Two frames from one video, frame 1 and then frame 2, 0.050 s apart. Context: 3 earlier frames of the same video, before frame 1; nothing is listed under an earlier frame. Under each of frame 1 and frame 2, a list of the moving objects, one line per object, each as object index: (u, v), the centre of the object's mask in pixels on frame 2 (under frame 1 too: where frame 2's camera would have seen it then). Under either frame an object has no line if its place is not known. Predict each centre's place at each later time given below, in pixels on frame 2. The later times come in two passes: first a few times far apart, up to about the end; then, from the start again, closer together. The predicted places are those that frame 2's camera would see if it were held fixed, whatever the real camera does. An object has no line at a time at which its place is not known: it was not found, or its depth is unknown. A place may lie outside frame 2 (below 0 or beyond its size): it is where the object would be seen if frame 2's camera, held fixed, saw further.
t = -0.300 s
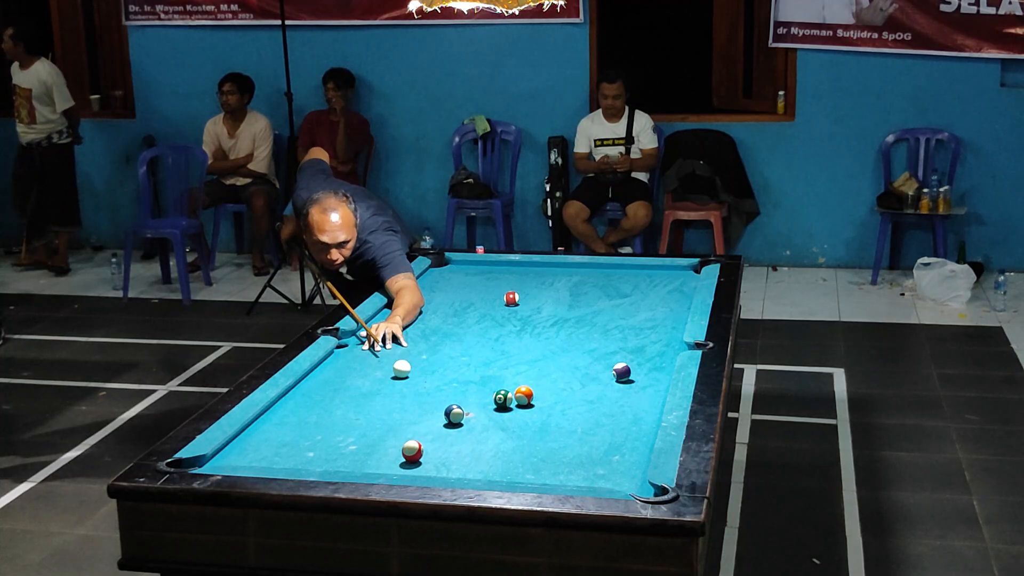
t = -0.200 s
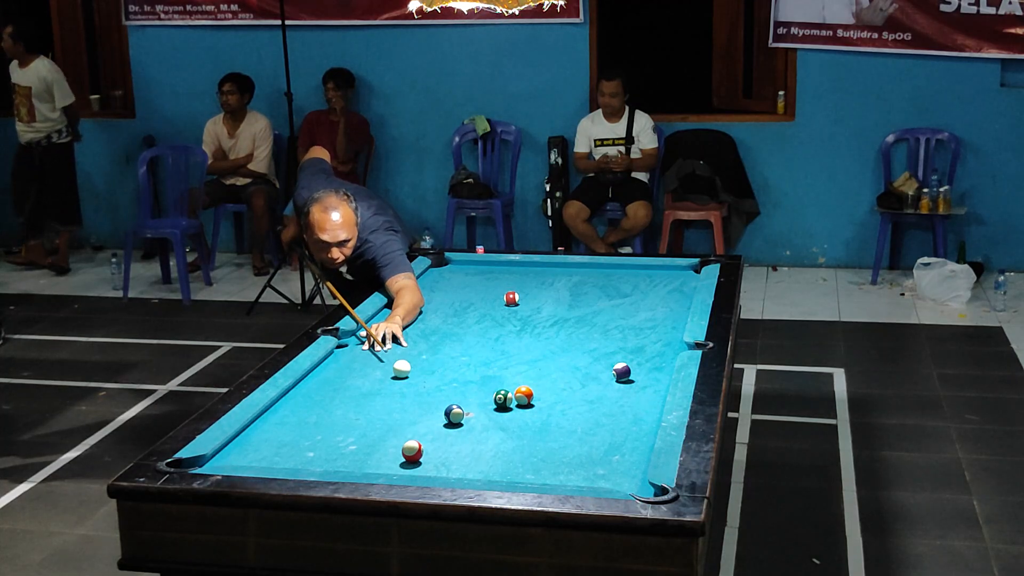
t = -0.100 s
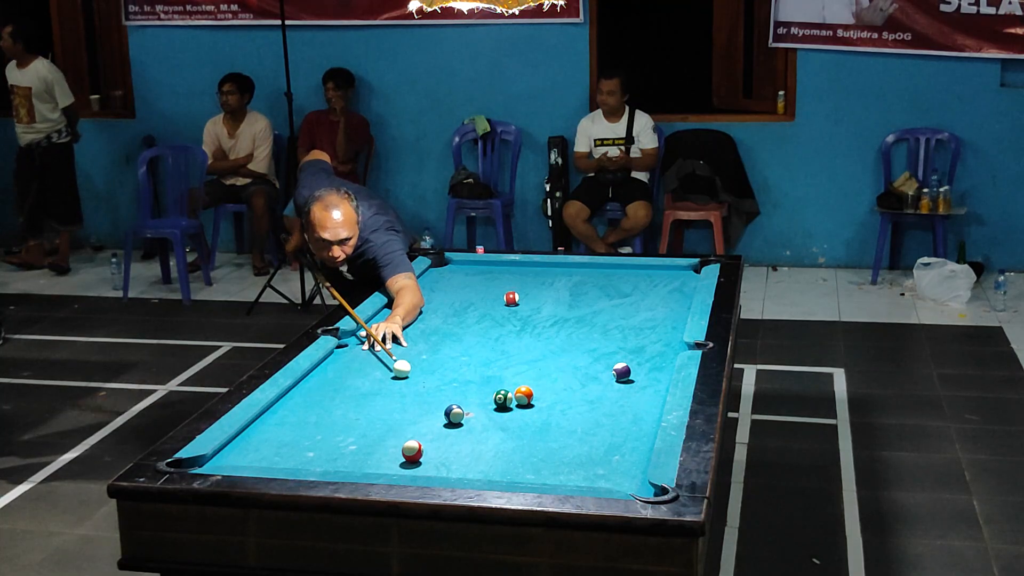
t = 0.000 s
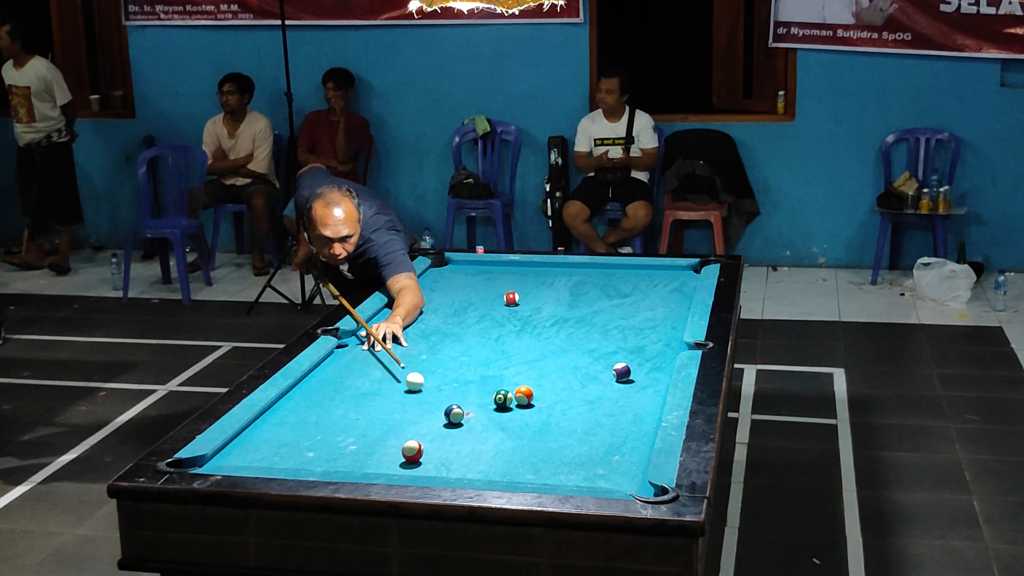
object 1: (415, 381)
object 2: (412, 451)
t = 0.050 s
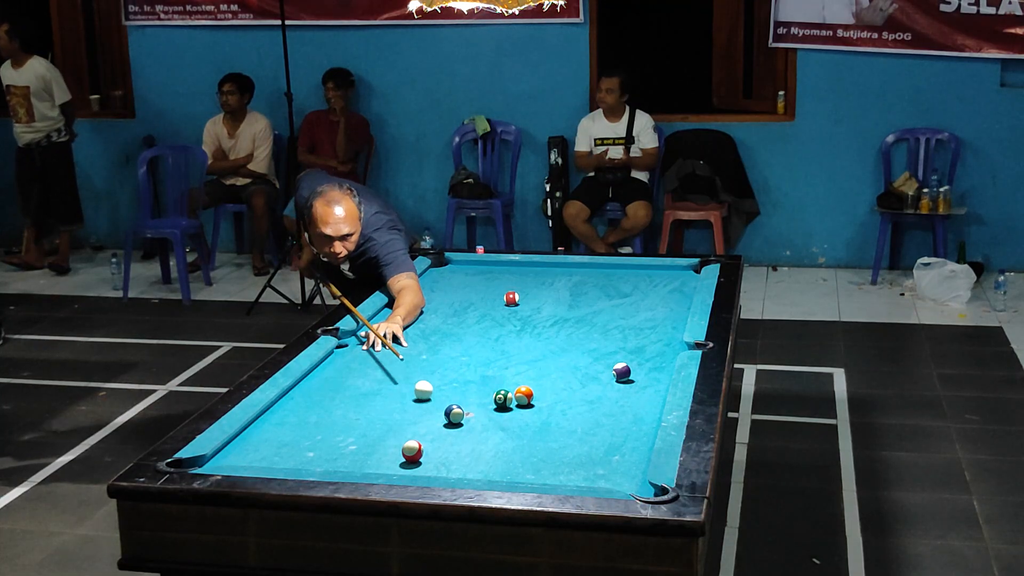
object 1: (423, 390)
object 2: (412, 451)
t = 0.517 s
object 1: (412, 433)
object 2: (412, 451)
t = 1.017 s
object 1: (355, 460)
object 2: (427, 461)
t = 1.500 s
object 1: (317, 462)
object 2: (443, 469)
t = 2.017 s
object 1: (305, 452)
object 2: (457, 472)
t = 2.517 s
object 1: (299, 444)
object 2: (462, 471)
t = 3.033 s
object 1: (297, 440)
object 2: (463, 471)
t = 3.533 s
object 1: (297, 439)
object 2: (462, 471)
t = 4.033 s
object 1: (297, 439)
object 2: (462, 471)
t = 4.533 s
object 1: (297, 439)
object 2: (462, 471)
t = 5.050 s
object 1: (297, 439)
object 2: (462, 471)
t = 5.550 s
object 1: (297, 439)
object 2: (462, 471)
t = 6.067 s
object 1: (297, 439)
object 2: (462, 471)
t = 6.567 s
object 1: (297, 439)
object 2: (462, 471)
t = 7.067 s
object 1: (297, 439)
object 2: (462, 471)
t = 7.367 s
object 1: (297, 439)
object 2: (462, 471)
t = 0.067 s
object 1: (426, 393)
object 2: (412, 451)
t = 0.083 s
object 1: (429, 396)
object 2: (412, 451)
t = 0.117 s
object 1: (435, 402)
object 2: (412, 451)
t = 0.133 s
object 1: (438, 405)
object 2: (412, 451)
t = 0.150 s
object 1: (440, 407)
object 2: (412, 451)
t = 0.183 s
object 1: (438, 410)
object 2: (412, 451)
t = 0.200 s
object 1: (436, 411)
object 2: (412, 451)
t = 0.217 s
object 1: (434, 412)
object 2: (412, 451)
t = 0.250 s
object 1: (432, 414)
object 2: (412, 451)
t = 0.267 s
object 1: (430, 416)
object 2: (412, 451)
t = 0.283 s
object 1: (429, 417)
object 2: (412, 451)
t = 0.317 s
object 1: (427, 420)
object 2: (412, 451)
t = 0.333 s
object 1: (426, 421)
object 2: (412, 451)
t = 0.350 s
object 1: (424, 422)
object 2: (412, 451)
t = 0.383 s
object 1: (422, 425)
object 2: (412, 451)
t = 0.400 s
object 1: (421, 426)
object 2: (412, 451)
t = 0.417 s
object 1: (419, 427)
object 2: (412, 451)
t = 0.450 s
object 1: (417, 430)
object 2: (412, 451)
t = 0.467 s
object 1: (416, 430)
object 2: (412, 451)
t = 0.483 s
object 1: (415, 431)
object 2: (412, 451)
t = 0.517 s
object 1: (412, 433)
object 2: (412, 451)
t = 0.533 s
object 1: (410, 434)
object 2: (412, 451)
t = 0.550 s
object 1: (409, 435)
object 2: (412, 451)
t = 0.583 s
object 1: (406, 437)
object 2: (412, 451)
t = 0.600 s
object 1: (404, 439)
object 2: (412, 451)
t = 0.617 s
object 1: (402, 440)
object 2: (412, 451)
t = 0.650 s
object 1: (399, 444)
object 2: (413, 451)
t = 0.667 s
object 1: (398, 445)
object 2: (414, 452)
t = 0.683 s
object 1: (397, 446)
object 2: (414, 453)
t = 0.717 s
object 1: (393, 448)
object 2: (415, 453)
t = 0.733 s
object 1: (391, 449)
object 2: (416, 454)
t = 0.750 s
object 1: (389, 449)
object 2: (417, 454)
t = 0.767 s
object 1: (386, 450)
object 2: (417, 455)
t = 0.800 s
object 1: (382, 451)
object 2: (419, 456)
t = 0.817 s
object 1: (380, 452)
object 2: (419, 456)
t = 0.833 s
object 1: (378, 453)
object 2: (420, 457)
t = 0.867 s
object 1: (374, 454)
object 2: (421, 457)
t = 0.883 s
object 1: (372, 455)
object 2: (422, 458)
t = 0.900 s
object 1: (370, 456)
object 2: (422, 458)
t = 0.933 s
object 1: (366, 457)
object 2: (424, 459)
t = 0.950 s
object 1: (363, 458)
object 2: (424, 460)
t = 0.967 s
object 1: (361, 458)
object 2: (425, 460)
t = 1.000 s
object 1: (357, 460)
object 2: (426, 460)
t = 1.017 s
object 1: (355, 460)
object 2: (427, 461)
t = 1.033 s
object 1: (353, 461)
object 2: (427, 462)
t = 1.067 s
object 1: (350, 461)
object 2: (428, 463)
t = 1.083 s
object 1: (347, 462)
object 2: (429, 463)
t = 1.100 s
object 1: (345, 462)
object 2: (429, 463)
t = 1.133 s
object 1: (341, 463)
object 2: (431, 464)
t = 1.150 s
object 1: (339, 463)
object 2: (431, 464)
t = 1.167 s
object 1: (337, 463)
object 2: (432, 465)
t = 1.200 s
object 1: (334, 464)
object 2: (433, 465)
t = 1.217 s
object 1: (332, 464)
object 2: (434, 466)
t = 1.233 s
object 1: (330, 464)
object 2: (434, 466)
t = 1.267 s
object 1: (326, 465)
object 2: (435, 466)
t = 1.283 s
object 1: (324, 465)
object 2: (436, 466)
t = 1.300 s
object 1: (323, 465)
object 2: (436, 467)
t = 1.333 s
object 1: (322, 465)
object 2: (438, 467)
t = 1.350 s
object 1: (322, 465)
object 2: (438, 467)
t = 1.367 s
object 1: (321, 464)
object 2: (439, 468)
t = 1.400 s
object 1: (320, 464)
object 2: (440, 468)
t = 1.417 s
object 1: (319, 464)
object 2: (440, 468)
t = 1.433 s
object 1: (319, 463)
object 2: (441, 468)
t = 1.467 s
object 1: (318, 463)
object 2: (442, 469)
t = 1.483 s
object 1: (317, 462)
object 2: (443, 469)
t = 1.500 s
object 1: (317, 462)
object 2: (443, 469)
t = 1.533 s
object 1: (316, 462)
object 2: (444, 469)
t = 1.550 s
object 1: (315, 461)
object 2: (445, 470)
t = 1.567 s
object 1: (315, 461)
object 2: (445, 470)
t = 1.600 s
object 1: (314, 461)
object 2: (447, 470)
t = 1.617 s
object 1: (313, 460)
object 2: (447, 470)
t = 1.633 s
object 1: (313, 460)
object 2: (448, 471)
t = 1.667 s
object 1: (312, 460)
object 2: (448, 471)
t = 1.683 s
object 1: (312, 459)
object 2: (449, 471)
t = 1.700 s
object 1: (311, 459)
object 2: (449, 471)
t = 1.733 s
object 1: (310, 458)
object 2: (450, 471)
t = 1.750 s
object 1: (310, 458)
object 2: (451, 472)
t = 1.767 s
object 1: (310, 458)
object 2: (451, 472)
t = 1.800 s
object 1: (309, 457)
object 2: (452, 472)
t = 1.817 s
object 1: (309, 457)
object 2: (453, 472)
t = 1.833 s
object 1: (308, 456)
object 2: (453, 472)
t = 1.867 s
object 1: (308, 455)
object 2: (454, 472)
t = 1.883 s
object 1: (308, 455)
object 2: (454, 472)
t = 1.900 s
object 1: (307, 455)
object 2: (455, 472)
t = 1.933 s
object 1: (306, 454)
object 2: (456, 472)
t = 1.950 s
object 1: (306, 454)
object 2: (456, 472)
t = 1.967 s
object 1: (306, 453)
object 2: (456, 472)
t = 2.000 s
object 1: (305, 453)
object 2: (457, 472)
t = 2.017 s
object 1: (305, 452)
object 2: (457, 472)
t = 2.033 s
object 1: (305, 452)
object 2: (458, 472)
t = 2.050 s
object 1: (304, 452)
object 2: (458, 472)
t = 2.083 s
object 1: (304, 451)
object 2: (459, 472)
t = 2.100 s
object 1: (304, 451)
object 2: (459, 472)
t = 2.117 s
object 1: (303, 450)
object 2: (460, 472)
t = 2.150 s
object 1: (303, 450)
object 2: (460, 472)
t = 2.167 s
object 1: (302, 449)
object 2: (460, 472)
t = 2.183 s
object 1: (302, 449)
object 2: (461, 472)
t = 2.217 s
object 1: (302, 448)
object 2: (461, 472)
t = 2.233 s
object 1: (302, 448)
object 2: (461, 472)
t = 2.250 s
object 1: (301, 448)
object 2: (462, 472)
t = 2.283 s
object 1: (301, 447)
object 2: (462, 472)
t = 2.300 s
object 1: (301, 447)
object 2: (462, 472)
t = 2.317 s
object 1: (301, 447)
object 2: (462, 472)
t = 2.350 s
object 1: (300, 446)
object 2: (462, 472)
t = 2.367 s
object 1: (300, 446)
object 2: (462, 472)
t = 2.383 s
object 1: (300, 446)
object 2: (462, 472)
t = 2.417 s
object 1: (300, 445)
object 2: (462, 471)
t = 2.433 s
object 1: (300, 445)
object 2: (462, 471)
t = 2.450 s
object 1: (300, 445)
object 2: (462, 471)
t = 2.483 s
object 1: (299, 444)
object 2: (463, 471)
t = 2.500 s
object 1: (299, 444)
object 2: (462, 471)
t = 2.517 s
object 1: (299, 444)
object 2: (462, 471)
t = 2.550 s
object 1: (299, 444)
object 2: (462, 471)
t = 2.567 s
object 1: (299, 443)
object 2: (462, 471)
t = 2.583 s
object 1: (298, 443)
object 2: (462, 471)
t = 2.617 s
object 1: (298, 443)
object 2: (462, 471)
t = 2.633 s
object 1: (298, 443)
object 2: (462, 471)
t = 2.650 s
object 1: (298, 443)
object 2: (462, 471)
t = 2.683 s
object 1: (298, 442)
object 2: (462, 471)
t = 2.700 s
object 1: (298, 442)
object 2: (462, 471)
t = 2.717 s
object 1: (298, 442)
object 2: (462, 471)
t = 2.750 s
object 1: (297, 442)
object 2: (462, 471)
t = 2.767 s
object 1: (297, 442)
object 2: (463, 471)
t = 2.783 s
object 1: (297, 442)
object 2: (463, 471)
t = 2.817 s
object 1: (297, 441)
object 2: (463, 471)
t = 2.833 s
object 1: (297, 441)
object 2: (463, 471)
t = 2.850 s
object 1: (297, 441)
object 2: (463, 471)
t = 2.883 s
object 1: (297, 441)
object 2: (463, 471)
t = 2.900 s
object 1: (297, 441)
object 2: (463, 471)
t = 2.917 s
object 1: (297, 441)
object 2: (463, 471)
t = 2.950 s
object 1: (297, 440)
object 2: (463, 471)
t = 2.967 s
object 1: (297, 440)
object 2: (463, 471)
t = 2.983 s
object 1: (297, 440)
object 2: (463, 471)
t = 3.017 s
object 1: (297, 440)
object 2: (463, 471)
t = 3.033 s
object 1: (297, 440)
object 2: (463, 471)
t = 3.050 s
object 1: (297, 440)
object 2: (463, 471)
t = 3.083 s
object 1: (297, 440)
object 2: (463, 471)
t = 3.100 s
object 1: (297, 440)
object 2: (463, 471)
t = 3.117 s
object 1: (297, 440)
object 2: (463, 471)
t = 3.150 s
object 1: (297, 440)
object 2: (463, 471)
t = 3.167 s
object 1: (297, 440)
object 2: (463, 471)
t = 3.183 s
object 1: (297, 439)
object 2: (463, 471)
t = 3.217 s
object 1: (297, 439)
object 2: (463, 471)
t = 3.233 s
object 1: (297, 439)
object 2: (463, 471)
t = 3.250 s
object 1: (297, 439)
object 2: (463, 471)
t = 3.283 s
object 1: (297, 439)
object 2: (463, 471)
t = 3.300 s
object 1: (297, 439)
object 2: (463, 471)
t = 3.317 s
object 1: (297, 439)
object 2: (463, 471)
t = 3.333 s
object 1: (297, 439)
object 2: (463, 471)
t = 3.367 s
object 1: (297, 439)
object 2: (463, 471)
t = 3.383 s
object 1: (297, 439)
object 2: (463, 471)
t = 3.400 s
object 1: (296, 439)
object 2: (463, 471)
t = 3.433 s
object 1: (296, 439)
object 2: (463, 471)
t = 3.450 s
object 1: (297, 439)
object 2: (462, 471)
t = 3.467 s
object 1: (297, 439)
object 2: (462, 471)
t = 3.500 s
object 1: (296, 439)
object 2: (462, 471)
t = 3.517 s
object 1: (296, 439)
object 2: (462, 471)
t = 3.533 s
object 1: (297, 439)
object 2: (462, 471)
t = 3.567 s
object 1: (297, 439)
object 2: (462, 471)
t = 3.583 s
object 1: (297, 439)
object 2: (462, 471)
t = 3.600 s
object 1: (297, 439)
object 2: (462, 471)
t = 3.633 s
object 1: (297, 439)
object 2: (462, 471)
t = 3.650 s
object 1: (297, 439)
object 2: (462, 471)
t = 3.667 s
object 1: (297, 439)
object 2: (462, 471)
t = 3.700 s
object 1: (297, 439)
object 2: (462, 471)
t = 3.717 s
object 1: (297, 439)
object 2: (462, 471)
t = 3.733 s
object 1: (297, 439)
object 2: (462, 471)
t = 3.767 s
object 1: (297, 439)
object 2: (463, 471)
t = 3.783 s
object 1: (297, 439)
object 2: (462, 471)
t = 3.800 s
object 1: (297, 439)
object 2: (462, 471)
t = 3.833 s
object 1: (297, 439)
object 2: (462, 471)
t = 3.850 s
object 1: (297, 439)
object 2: (462, 471)
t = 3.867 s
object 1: (297, 439)
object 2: (462, 471)
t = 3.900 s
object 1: (297, 439)
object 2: (462, 471)
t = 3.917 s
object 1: (297, 439)
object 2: (462, 471)
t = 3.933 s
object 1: (297, 439)
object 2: (462, 471)
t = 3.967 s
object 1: (297, 439)
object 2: (462, 471)
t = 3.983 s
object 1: (297, 439)
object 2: (462, 471)
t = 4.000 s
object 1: (297, 439)
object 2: (462, 471)
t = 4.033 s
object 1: (297, 439)
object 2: (462, 471)
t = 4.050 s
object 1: (297, 439)
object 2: (462, 471)
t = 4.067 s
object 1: (297, 439)
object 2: (462, 471)
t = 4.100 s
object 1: (297, 439)
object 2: (462, 471)
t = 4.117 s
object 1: (297, 439)
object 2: (462, 471)
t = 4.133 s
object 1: (297, 439)
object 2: (462, 471)
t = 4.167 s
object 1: (297, 439)
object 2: (463, 471)
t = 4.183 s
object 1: (297, 439)
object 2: (463, 471)
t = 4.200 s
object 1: (297, 439)
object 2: (463, 471)
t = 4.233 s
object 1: (297, 439)
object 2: (463, 471)
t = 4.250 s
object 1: (297, 439)
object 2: (463, 471)
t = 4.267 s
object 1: (297, 439)
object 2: (463, 471)
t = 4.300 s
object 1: (297, 439)
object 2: (463, 471)
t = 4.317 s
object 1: (297, 439)
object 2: (463, 471)
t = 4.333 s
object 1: (297, 439)
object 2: (463, 471)
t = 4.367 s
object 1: (297, 439)
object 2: (463, 471)
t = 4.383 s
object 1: (297, 439)
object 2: (462, 471)
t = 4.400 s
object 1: (297, 439)
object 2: (462, 471)
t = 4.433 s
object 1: (297, 439)
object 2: (462, 471)
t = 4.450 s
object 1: (297, 439)
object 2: (462, 471)
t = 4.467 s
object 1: (297, 439)
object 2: (462, 471)
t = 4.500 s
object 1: (297, 439)
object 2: (462, 471)
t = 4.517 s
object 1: (297, 439)
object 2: (462, 471)
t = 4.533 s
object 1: (297, 439)
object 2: (462, 471)
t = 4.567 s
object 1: (297, 439)
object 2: (462, 471)
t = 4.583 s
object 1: (297, 439)
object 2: (462, 471)
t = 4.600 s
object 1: (297, 439)
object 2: (462, 471)
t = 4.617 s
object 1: (297, 439)
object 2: (462, 471)
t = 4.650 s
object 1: (296, 439)
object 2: (462, 471)
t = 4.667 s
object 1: (296, 439)
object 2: (462, 471)
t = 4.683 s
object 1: (296, 439)
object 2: (462, 471)
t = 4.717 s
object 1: (296, 439)
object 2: (462, 471)
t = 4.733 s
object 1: (296, 439)
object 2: (462, 471)
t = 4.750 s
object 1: (296, 439)
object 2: (462, 471)
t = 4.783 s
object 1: (296, 439)
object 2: (462, 471)
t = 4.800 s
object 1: (296, 439)
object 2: (462, 471)
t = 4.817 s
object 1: (296, 439)
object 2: (462, 471)
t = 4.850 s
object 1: (296, 439)
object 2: (462, 471)
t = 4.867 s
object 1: (296, 439)
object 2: (462, 471)
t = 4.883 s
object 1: (296, 439)
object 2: (462, 471)
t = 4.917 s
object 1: (296, 439)
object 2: (462, 471)
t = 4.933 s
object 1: (296, 439)
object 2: (462, 471)
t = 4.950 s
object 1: (297, 439)
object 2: (462, 471)
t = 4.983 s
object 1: (297, 439)
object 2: (462, 471)
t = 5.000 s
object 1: (297, 439)
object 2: (462, 471)
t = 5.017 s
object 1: (297, 439)
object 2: (462, 471)
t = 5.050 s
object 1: (297, 439)
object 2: (462, 471)
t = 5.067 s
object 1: (297, 439)
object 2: (462, 471)
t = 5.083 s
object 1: (297, 439)
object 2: (462, 471)
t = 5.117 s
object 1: (297, 439)
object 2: (462, 471)
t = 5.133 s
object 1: (297, 439)
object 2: (462, 471)
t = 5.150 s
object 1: (297, 439)
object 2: (463, 471)
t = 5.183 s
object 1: (297, 439)
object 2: (463, 471)
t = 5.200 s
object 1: (297, 439)
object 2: (462, 471)
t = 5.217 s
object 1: (297, 439)
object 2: (463, 471)
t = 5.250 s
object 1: (297, 439)
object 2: (462, 471)
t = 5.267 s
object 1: (297, 439)
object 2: (463, 471)
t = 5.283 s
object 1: (297, 439)
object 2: (463, 471)
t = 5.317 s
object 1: (297, 439)
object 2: (463, 471)
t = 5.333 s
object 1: (297, 439)
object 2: (462, 471)
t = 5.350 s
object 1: (297, 439)
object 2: (462, 471)
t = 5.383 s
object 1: (297, 439)
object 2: (462, 471)
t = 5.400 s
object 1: (297, 439)
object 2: (462, 471)
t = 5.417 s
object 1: (297, 439)
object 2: (462, 471)
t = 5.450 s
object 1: (297, 439)
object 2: (462, 471)
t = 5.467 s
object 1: (297, 439)
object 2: (462, 471)
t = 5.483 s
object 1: (297, 439)
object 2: (462, 471)
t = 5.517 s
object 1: (297, 439)
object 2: (462, 471)
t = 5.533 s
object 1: (297, 439)
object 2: (462, 471)
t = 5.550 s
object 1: (297, 439)
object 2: (462, 471)
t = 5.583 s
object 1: (297, 439)
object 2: (462, 471)
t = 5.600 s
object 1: (297, 439)
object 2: (462, 471)
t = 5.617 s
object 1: (297, 439)
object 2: (462, 471)
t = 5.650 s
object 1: (297, 439)
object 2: (462, 471)
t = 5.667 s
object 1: (297, 439)
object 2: (462, 471)
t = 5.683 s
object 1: (297, 439)
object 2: (462, 471)
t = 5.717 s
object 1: (296, 439)
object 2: (462, 471)
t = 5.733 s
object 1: (297, 439)
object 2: (462, 471)
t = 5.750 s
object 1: (297, 439)
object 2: (462, 471)
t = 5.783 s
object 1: (297, 439)
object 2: (462, 471)
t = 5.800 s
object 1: (297, 439)
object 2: (462, 471)
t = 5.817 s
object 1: (297, 439)
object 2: (462, 471)
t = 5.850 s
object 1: (297, 439)
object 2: (462, 471)
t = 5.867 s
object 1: (296, 439)
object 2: (462, 471)
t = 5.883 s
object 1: (296, 439)
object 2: (462, 471)
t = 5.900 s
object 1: (296, 439)
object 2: (462, 471)
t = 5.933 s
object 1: (296, 439)
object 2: (462, 471)
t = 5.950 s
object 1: (296, 439)
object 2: (462, 471)
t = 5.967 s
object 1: (296, 439)
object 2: (462, 471)
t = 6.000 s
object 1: (297, 439)
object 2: (462, 471)
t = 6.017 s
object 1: (297, 439)
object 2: (462, 471)
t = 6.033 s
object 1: (297, 439)
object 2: (462, 471)
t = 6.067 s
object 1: (297, 439)
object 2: (462, 471)
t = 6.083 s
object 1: (296, 439)
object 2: (462, 471)
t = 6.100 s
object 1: (297, 439)
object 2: (462, 471)
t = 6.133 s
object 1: (296, 439)
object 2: (462, 471)
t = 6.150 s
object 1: (297, 439)
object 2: (462, 471)
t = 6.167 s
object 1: (297, 439)
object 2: (462, 471)
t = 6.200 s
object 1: (297, 439)
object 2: (462, 471)
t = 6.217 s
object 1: (297, 439)
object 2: (462, 471)
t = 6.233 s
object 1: (297, 439)
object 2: (462, 471)
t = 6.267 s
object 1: (297, 439)
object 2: (462, 471)
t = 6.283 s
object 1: (297, 439)
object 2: (462, 471)
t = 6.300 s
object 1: (297, 439)
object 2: (462, 471)
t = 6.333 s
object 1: (297, 439)
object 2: (462, 471)
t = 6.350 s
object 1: (297, 439)
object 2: (462, 471)
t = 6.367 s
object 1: (297, 439)
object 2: (462, 471)
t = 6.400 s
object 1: (296, 439)
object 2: (462, 471)
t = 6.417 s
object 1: (297, 439)
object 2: (462, 471)
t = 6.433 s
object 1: (296, 439)
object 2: (462, 471)
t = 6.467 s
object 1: (297, 439)
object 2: (462, 471)
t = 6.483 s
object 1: (297, 439)
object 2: (462, 471)
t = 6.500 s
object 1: (296, 439)
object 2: (462, 471)
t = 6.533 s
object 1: (296, 439)
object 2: (462, 471)
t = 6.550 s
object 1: (297, 439)
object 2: (462, 471)
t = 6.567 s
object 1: (297, 439)
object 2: (462, 471)
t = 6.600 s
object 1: (297, 439)
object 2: (462, 471)
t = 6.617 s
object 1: (297, 439)
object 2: (462, 471)
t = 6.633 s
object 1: (296, 439)
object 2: (462, 471)
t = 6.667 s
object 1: (296, 439)
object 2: (462, 471)
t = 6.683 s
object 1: (297, 439)
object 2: (462, 471)
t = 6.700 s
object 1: (297, 439)
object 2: (462, 471)
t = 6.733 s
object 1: (296, 439)
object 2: (462, 471)
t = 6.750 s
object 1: (296, 439)
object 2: (462, 471)
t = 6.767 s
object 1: (296, 439)
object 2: (462, 471)
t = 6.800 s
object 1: (296, 439)
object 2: (462, 471)
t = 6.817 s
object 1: (296, 439)
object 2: (462, 471)
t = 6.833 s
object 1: (296, 439)
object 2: (462, 471)
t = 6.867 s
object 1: (296, 439)
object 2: (462, 471)
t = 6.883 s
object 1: (297, 439)
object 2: (462, 471)
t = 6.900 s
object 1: (296, 439)
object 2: (462, 471)
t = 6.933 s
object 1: (297, 439)
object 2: (462, 471)
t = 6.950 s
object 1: (296, 439)
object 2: (462, 471)
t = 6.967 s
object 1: (297, 439)
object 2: (462, 471)
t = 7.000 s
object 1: (297, 439)
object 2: (462, 471)
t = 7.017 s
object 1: (297, 439)
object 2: (462, 471)
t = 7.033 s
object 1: (297, 439)
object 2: (462, 471)
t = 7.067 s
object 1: (297, 439)
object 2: (462, 471)
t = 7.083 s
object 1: (296, 439)
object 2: (462, 471)
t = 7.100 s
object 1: (297, 439)
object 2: (462, 471)
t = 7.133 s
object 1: (297, 439)
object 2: (462, 471)
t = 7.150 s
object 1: (297, 439)
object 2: (462, 471)
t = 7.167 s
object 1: (297, 439)
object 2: (462, 471)
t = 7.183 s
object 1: (297, 439)
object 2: (462, 471)
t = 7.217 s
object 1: (297, 439)
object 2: (462, 471)
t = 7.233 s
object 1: (297, 439)
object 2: (462, 471)
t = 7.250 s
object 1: (297, 439)
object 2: (462, 471)
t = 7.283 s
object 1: (297, 439)
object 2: (462, 471)
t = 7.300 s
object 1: (297, 439)
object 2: (462, 471)
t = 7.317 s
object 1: (297, 439)
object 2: (462, 471)
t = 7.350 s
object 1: (297, 439)
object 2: (462, 471)
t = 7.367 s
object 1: (297, 439)
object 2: (462, 471)
